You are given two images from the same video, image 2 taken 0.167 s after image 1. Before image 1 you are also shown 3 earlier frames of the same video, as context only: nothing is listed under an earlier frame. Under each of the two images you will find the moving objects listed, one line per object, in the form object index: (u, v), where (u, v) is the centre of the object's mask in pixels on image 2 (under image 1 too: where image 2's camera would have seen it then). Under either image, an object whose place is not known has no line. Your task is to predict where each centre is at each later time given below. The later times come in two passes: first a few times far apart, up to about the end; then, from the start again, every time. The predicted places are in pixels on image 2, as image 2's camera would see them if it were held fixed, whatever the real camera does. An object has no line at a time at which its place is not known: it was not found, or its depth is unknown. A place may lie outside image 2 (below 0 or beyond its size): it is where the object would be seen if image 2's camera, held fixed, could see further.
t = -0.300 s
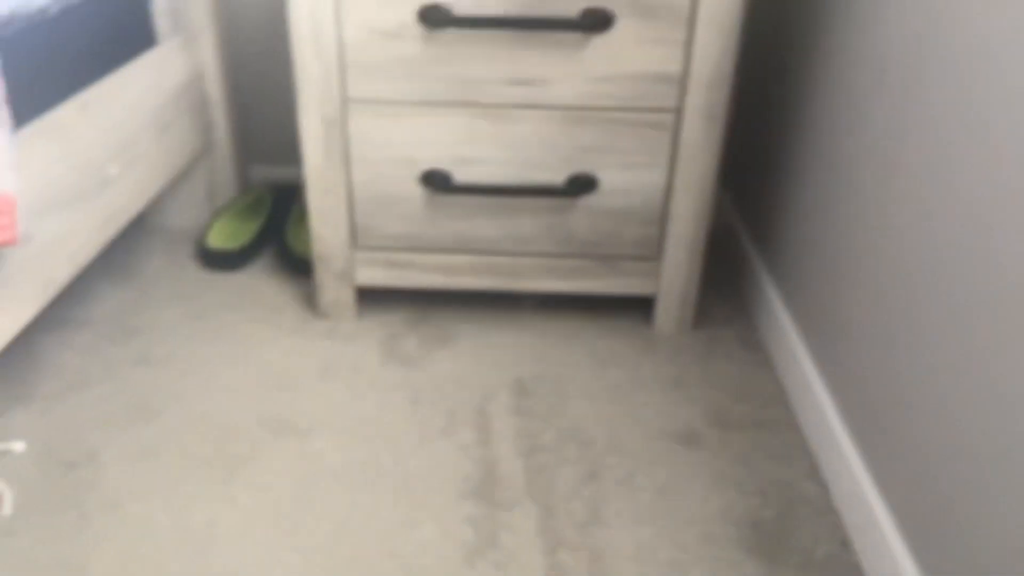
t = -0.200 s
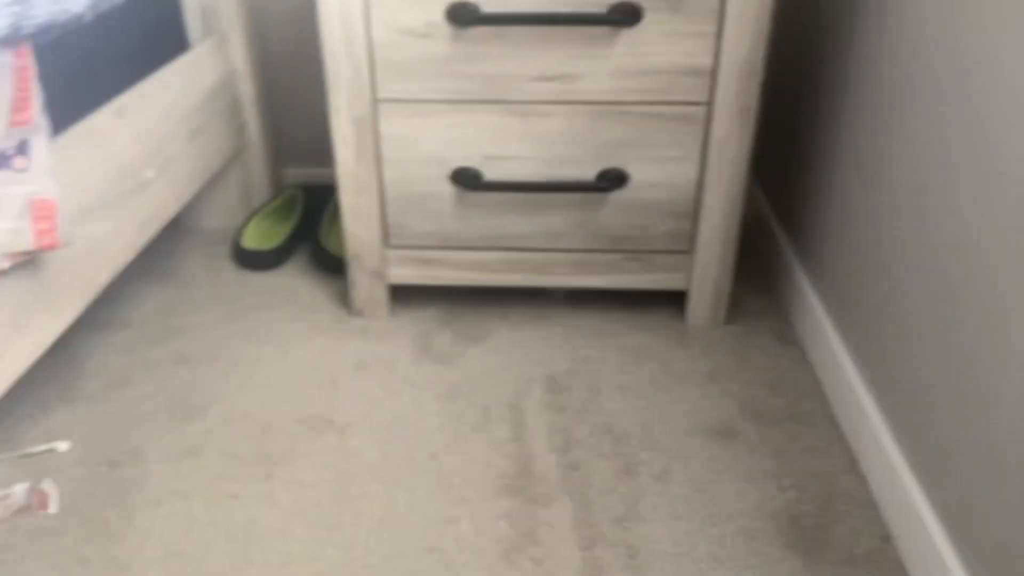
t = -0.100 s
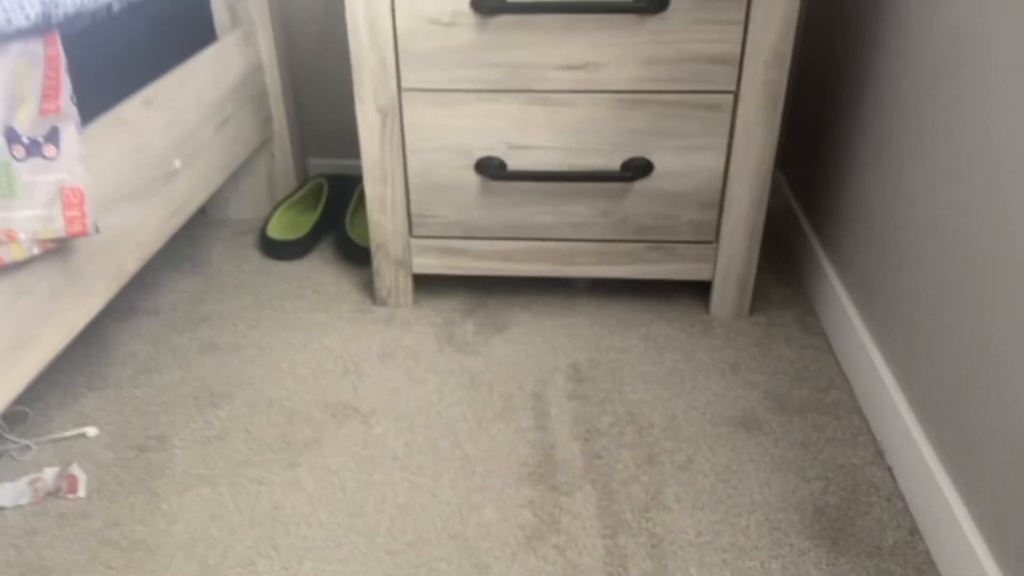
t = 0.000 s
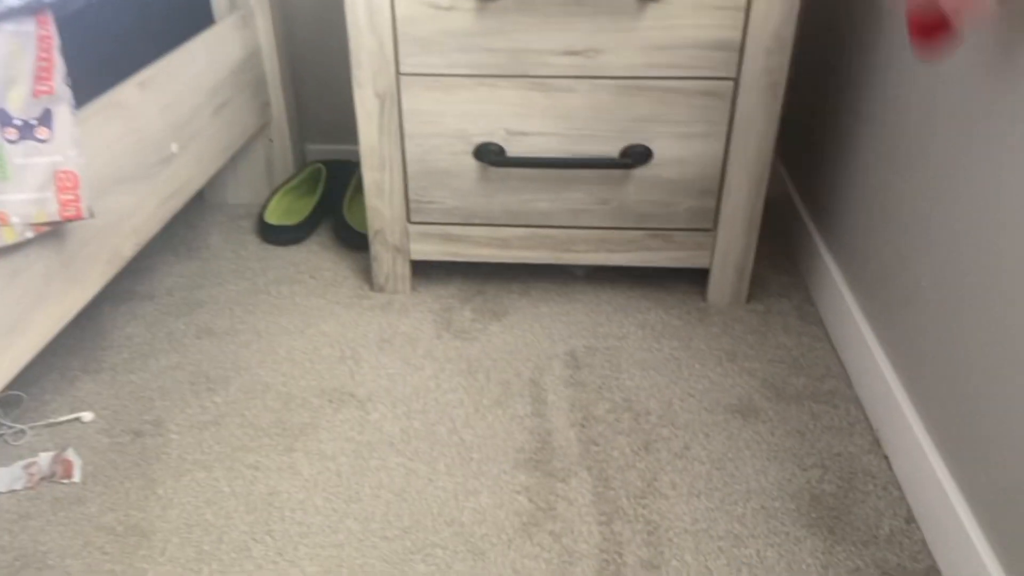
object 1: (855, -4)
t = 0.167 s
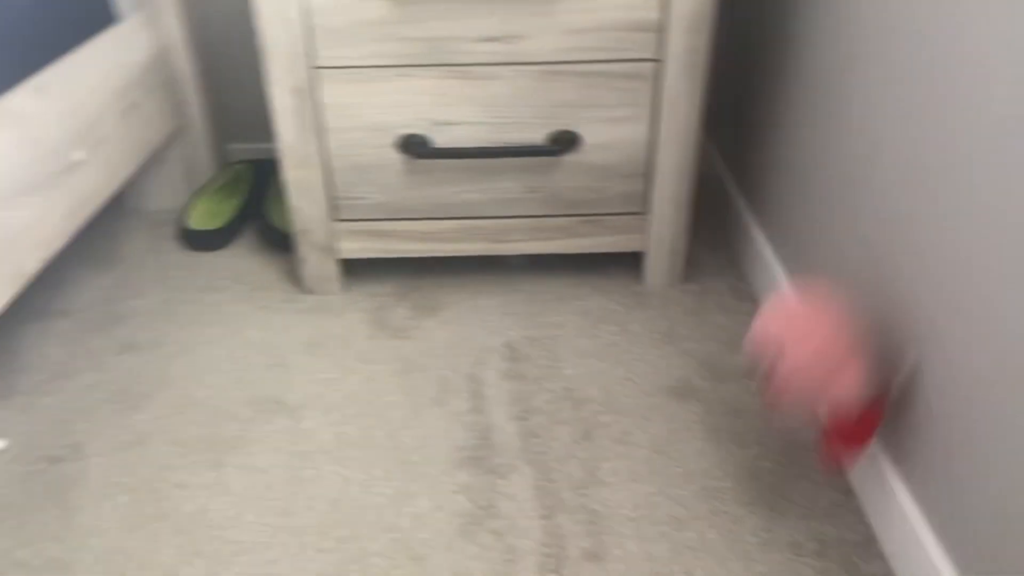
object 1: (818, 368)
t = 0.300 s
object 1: (723, 459)
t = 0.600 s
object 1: (549, 520)
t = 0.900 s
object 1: (505, 652)
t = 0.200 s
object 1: (794, 463)
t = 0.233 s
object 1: (772, 465)
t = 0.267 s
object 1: (747, 459)
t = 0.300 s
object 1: (723, 459)
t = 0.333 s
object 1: (693, 466)
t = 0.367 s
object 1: (665, 482)
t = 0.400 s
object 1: (646, 492)
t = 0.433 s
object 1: (627, 489)
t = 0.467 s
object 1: (610, 492)
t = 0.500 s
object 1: (596, 499)
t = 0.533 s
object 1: (581, 505)
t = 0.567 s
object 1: (566, 511)
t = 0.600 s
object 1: (549, 520)
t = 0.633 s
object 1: (535, 532)
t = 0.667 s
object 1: (524, 546)
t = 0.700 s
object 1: (513, 566)
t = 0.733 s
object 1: (500, 592)
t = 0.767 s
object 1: (493, 619)
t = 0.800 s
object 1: (491, 635)
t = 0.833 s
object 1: (495, 638)
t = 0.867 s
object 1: (499, 645)
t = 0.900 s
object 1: (505, 652)
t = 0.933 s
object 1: (511, 663)
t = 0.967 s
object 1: (522, 669)
